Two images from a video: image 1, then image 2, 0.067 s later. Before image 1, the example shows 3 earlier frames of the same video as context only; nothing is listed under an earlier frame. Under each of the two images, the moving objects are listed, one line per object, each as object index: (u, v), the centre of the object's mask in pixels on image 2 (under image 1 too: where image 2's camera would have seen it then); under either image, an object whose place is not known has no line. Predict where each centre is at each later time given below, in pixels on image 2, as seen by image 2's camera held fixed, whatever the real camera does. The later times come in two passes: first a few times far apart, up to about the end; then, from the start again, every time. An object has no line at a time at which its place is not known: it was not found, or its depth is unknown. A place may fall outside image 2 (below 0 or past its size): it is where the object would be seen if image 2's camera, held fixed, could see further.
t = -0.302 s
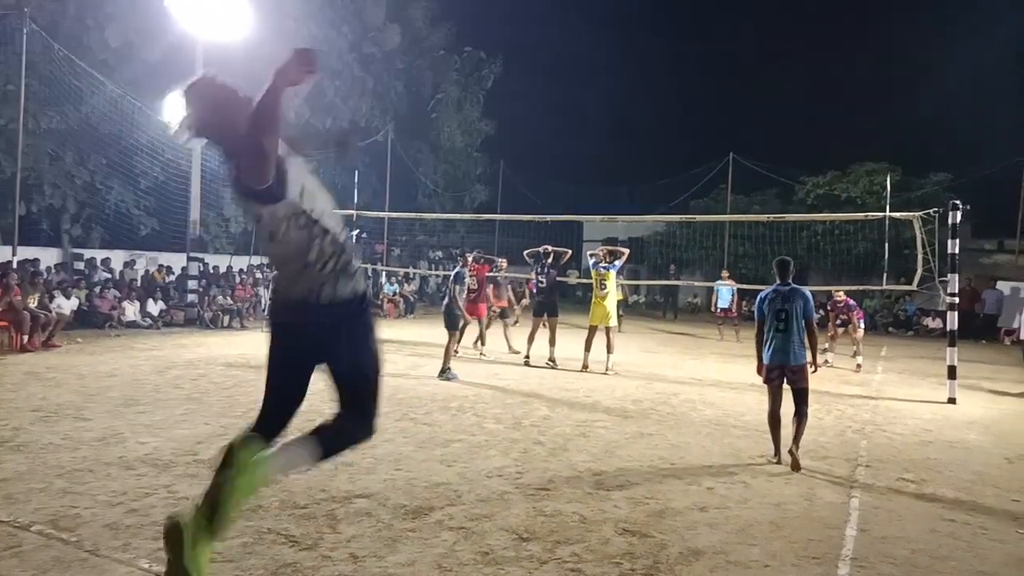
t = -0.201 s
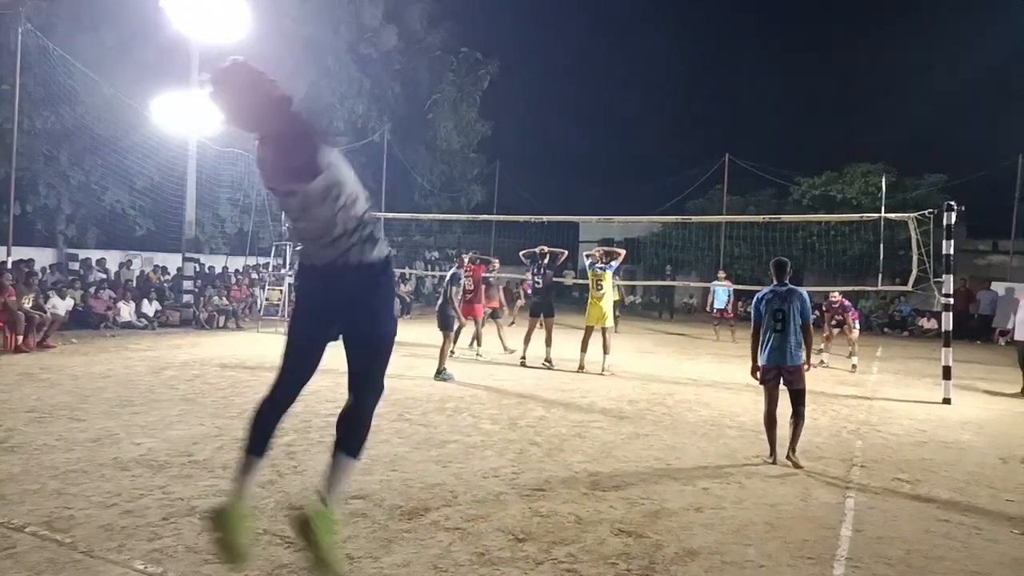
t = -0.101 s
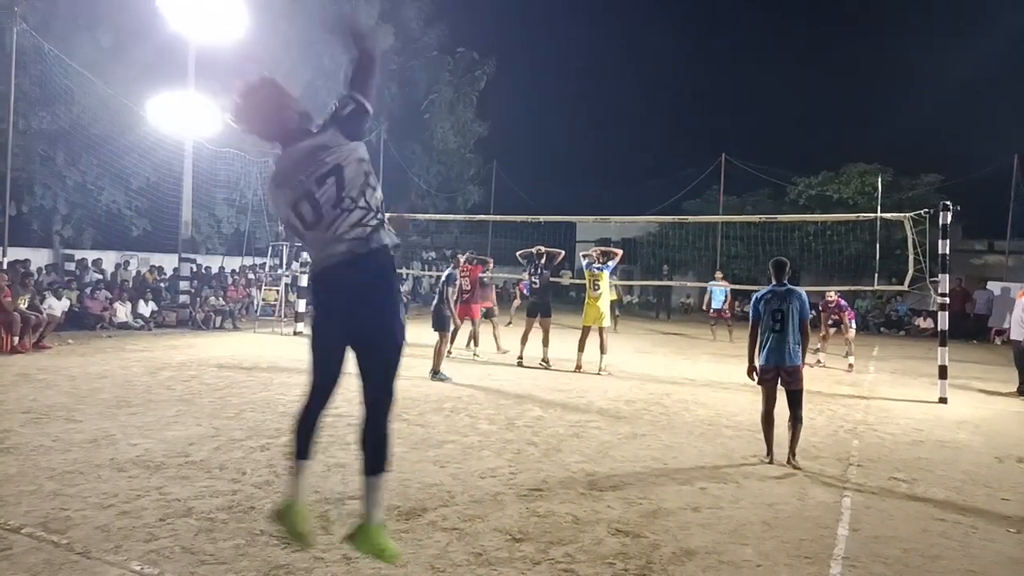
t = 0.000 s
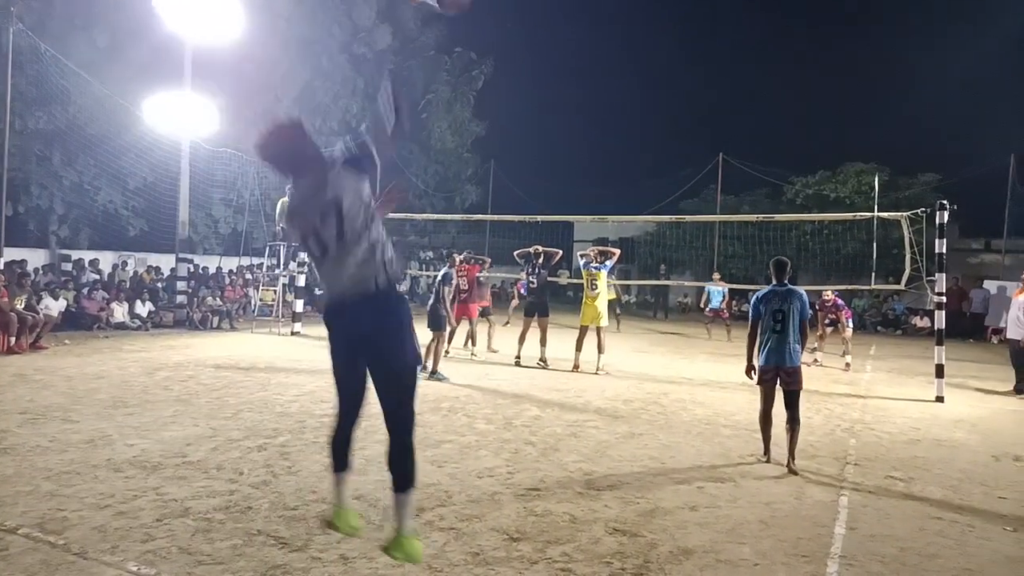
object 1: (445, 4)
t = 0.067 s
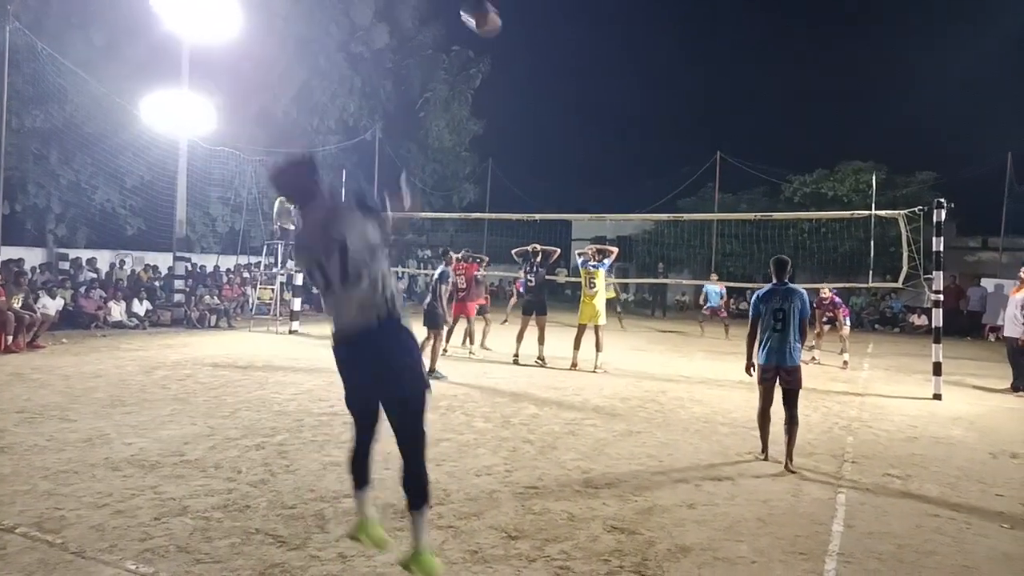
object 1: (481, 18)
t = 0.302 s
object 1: (541, 102)
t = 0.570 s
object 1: (558, 191)
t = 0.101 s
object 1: (496, 30)
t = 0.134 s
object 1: (508, 42)
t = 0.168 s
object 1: (517, 55)
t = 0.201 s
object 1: (525, 68)
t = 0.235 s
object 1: (531, 79)
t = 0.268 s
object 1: (537, 90)
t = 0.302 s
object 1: (541, 102)
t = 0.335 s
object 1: (544, 113)
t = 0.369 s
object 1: (548, 124)
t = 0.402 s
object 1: (550, 136)
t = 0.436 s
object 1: (552, 147)
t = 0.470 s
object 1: (554, 158)
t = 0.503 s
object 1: (556, 168)
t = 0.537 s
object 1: (557, 180)
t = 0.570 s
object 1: (558, 191)
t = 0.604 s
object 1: (559, 201)
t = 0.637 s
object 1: (560, 209)
